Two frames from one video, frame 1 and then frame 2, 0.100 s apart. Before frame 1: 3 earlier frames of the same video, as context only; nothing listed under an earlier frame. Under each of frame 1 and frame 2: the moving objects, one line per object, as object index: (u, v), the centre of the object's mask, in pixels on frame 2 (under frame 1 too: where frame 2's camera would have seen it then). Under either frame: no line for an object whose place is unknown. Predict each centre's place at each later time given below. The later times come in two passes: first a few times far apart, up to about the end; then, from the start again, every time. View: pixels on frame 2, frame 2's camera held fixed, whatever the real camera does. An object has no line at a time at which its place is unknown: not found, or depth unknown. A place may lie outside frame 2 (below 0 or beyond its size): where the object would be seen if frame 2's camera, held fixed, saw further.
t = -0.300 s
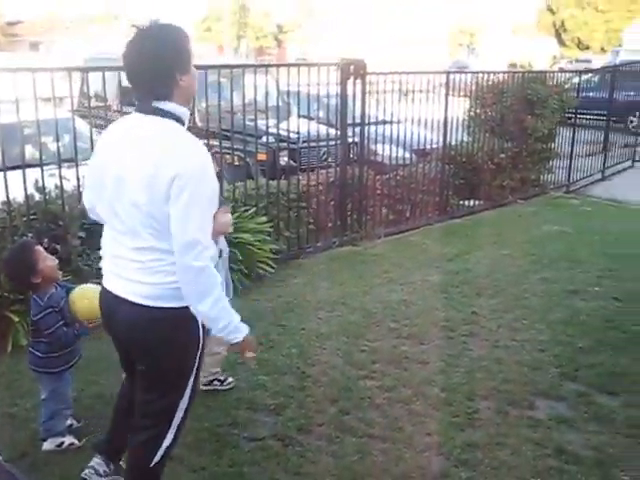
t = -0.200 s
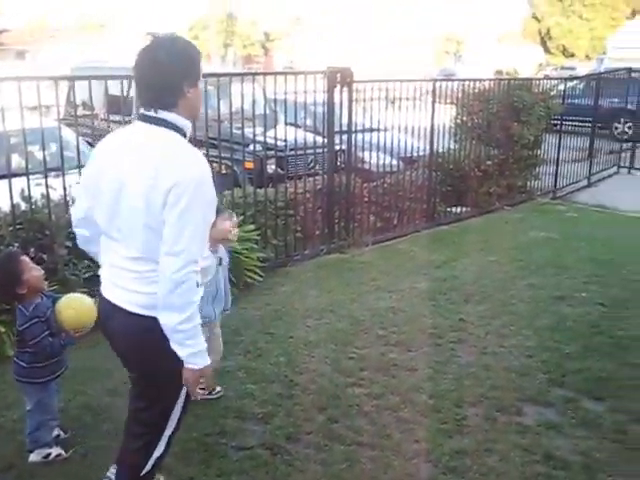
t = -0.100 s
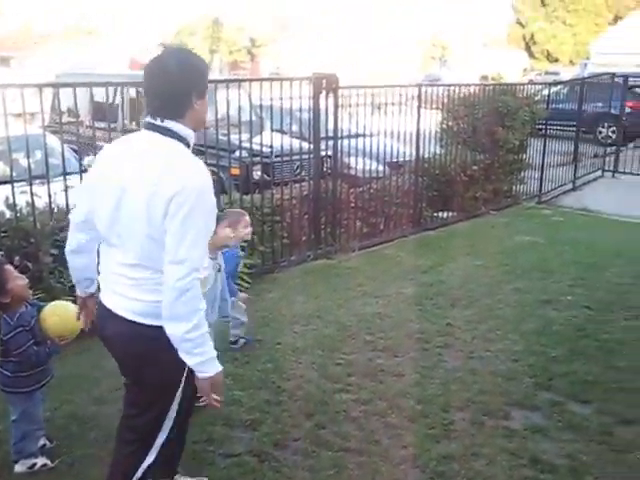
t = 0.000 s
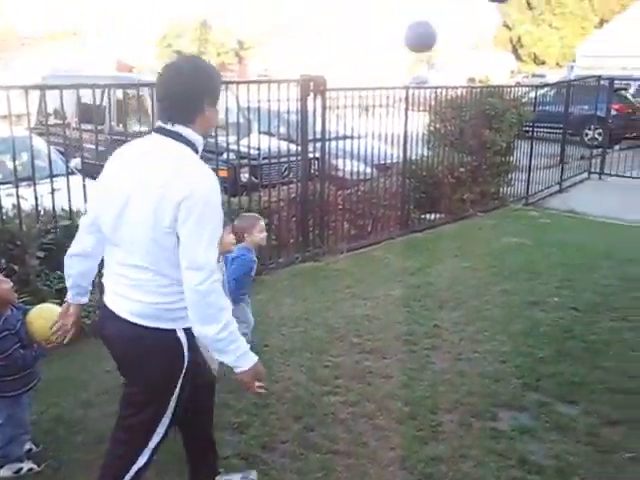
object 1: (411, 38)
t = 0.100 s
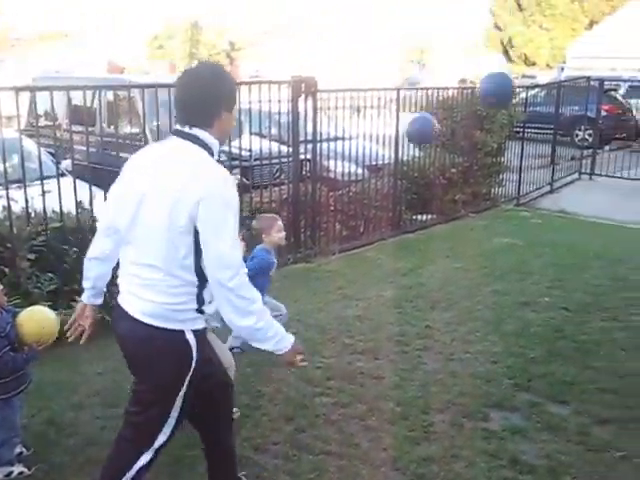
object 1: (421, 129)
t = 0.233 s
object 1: (431, 262)
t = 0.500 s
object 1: (443, 245)
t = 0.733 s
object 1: (449, 200)
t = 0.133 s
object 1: (425, 161)
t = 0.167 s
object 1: (426, 193)
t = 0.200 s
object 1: (429, 228)
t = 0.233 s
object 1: (431, 262)
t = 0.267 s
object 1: (433, 296)
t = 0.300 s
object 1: (434, 330)
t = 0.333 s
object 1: (436, 329)
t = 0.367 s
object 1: (438, 310)
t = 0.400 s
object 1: (439, 291)
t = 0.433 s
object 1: (441, 274)
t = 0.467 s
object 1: (442, 259)
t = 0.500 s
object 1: (443, 245)
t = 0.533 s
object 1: (445, 232)
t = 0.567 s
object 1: (446, 222)
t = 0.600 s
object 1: (447, 213)
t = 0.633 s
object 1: (448, 207)
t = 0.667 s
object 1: (448, 204)
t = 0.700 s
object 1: (448, 201)
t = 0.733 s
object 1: (449, 200)
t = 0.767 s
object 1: (449, 200)
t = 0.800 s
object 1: (451, 197)
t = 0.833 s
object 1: (456, 198)
